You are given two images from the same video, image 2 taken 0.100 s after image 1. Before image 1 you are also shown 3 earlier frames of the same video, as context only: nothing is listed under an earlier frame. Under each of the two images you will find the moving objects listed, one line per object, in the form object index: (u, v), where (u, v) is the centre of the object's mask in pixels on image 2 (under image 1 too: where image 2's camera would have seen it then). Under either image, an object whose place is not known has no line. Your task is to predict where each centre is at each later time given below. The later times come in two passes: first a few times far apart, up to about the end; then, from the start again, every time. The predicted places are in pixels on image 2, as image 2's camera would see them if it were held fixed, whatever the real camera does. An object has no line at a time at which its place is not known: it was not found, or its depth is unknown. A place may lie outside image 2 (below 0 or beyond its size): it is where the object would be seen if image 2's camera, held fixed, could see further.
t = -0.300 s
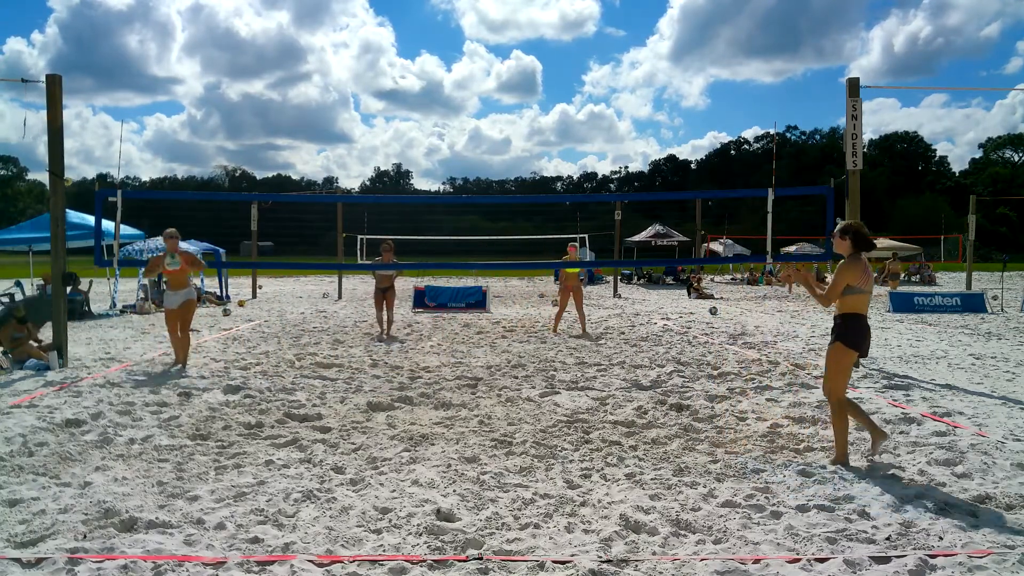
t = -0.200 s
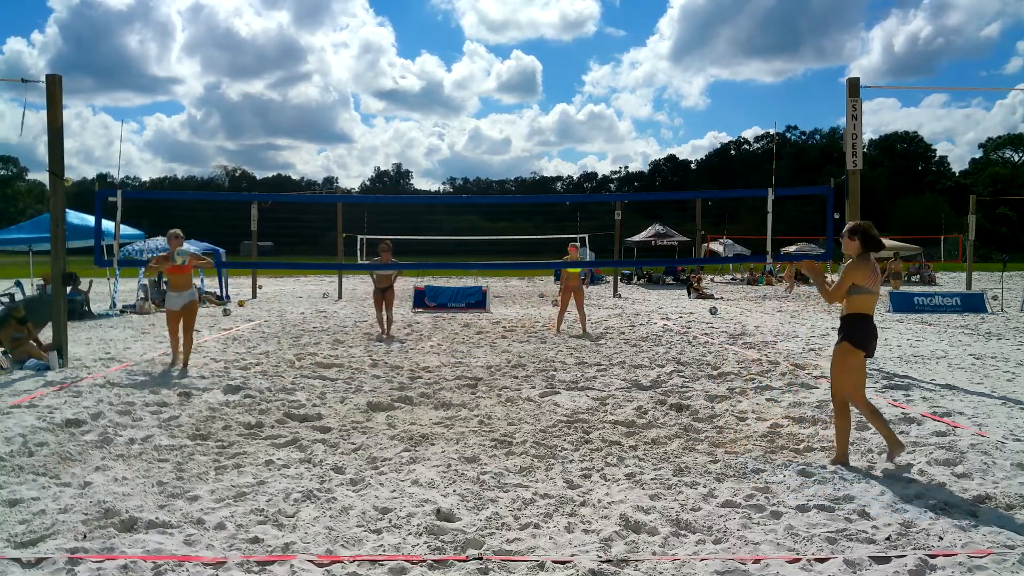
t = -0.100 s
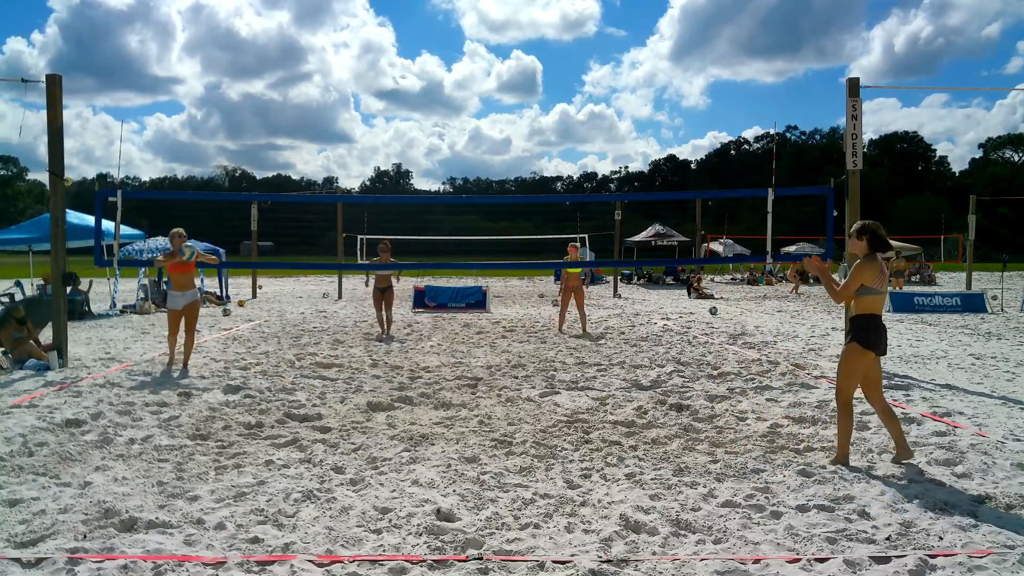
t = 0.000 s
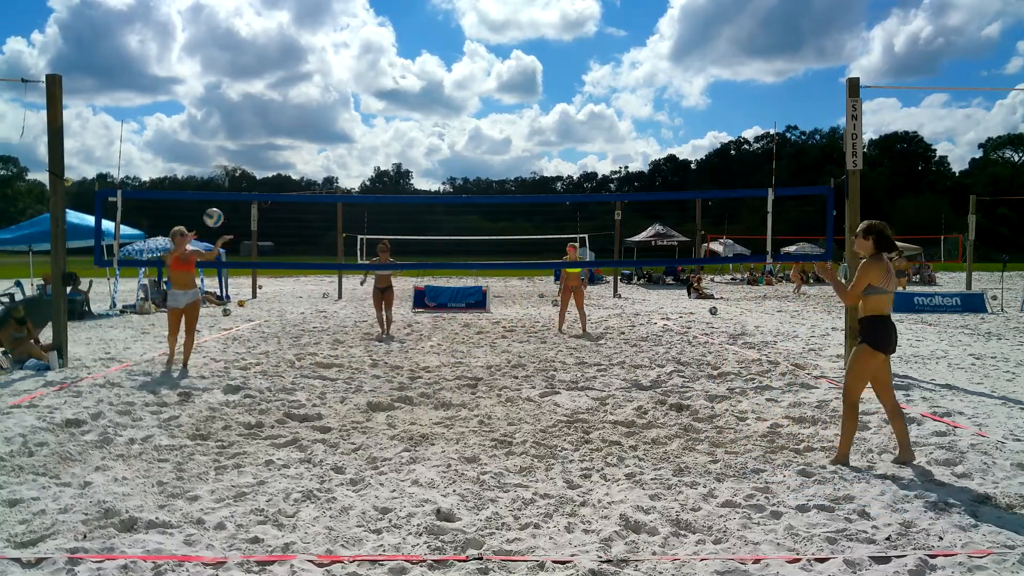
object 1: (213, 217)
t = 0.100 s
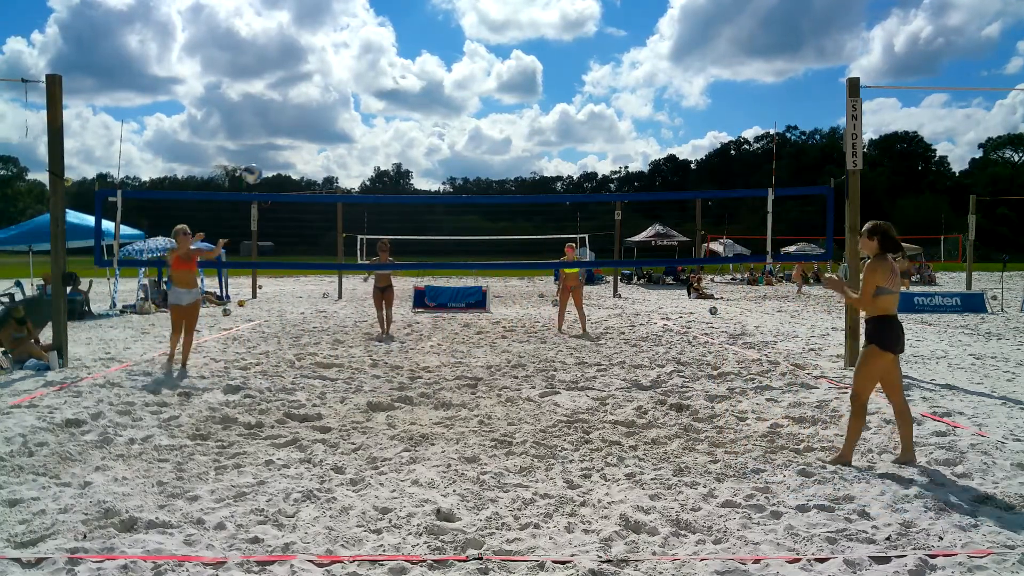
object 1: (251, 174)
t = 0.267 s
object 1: (323, 114)
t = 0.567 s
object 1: (480, 62)
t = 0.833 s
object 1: (657, 97)
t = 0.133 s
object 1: (266, 160)
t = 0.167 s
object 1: (279, 147)
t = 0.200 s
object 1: (293, 136)
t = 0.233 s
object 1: (308, 125)
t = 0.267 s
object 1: (323, 114)
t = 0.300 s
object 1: (339, 105)
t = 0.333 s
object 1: (354, 96)
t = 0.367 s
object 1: (371, 88)
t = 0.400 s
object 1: (388, 81)
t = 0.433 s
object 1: (405, 75)
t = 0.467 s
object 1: (423, 70)
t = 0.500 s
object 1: (442, 66)
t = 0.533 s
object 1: (461, 63)
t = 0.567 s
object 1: (480, 62)
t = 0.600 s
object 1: (500, 61)
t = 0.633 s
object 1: (521, 62)
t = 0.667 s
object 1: (542, 64)
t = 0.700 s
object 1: (564, 68)
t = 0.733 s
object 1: (586, 73)
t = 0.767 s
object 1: (609, 79)
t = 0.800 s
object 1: (633, 87)
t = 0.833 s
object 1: (657, 97)
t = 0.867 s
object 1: (682, 109)
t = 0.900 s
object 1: (708, 122)
